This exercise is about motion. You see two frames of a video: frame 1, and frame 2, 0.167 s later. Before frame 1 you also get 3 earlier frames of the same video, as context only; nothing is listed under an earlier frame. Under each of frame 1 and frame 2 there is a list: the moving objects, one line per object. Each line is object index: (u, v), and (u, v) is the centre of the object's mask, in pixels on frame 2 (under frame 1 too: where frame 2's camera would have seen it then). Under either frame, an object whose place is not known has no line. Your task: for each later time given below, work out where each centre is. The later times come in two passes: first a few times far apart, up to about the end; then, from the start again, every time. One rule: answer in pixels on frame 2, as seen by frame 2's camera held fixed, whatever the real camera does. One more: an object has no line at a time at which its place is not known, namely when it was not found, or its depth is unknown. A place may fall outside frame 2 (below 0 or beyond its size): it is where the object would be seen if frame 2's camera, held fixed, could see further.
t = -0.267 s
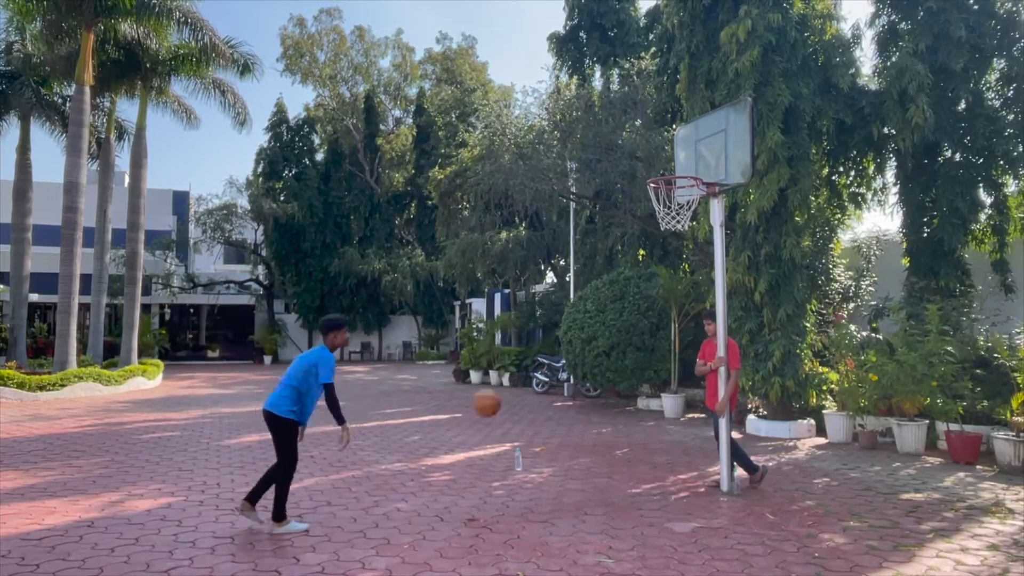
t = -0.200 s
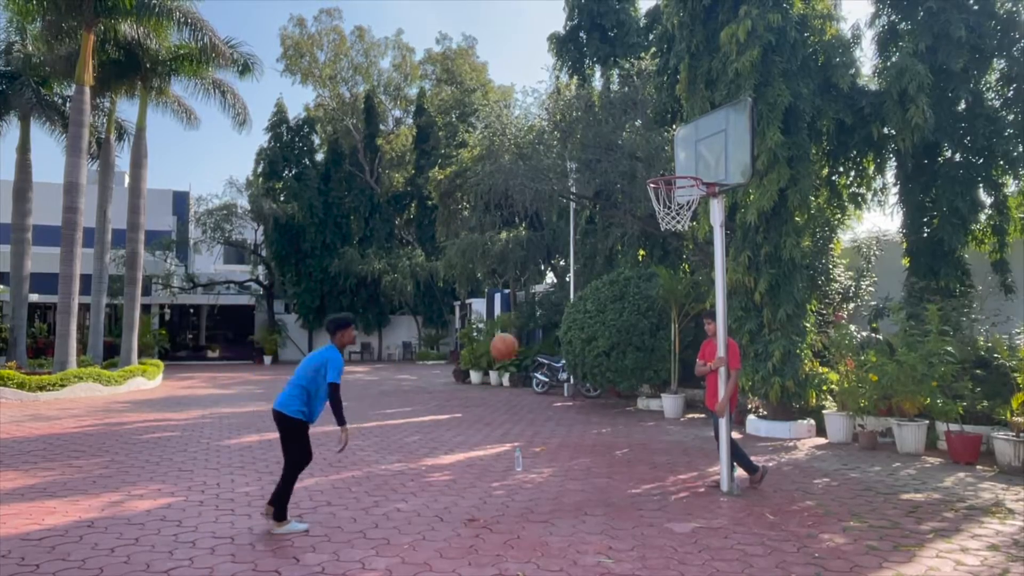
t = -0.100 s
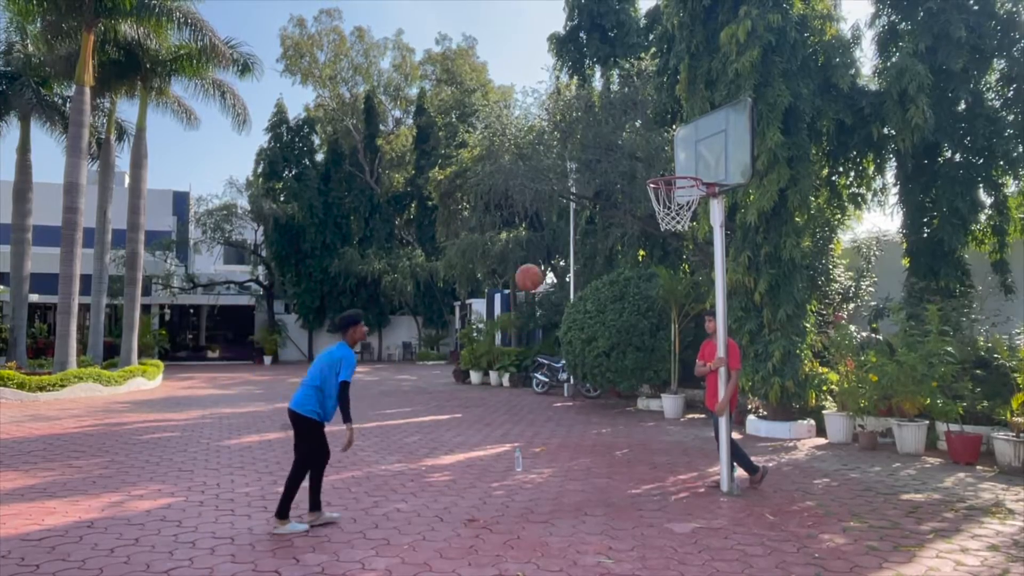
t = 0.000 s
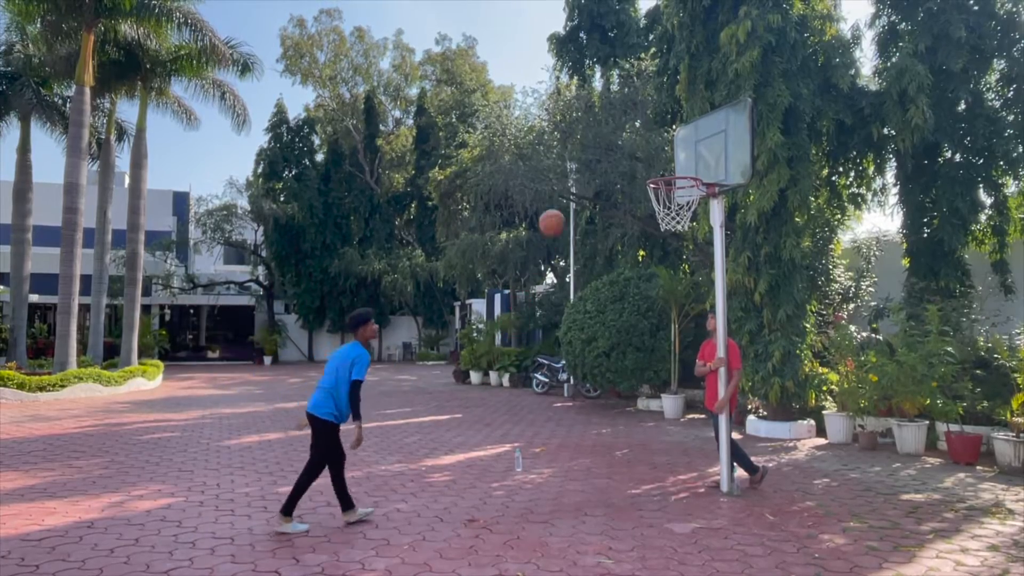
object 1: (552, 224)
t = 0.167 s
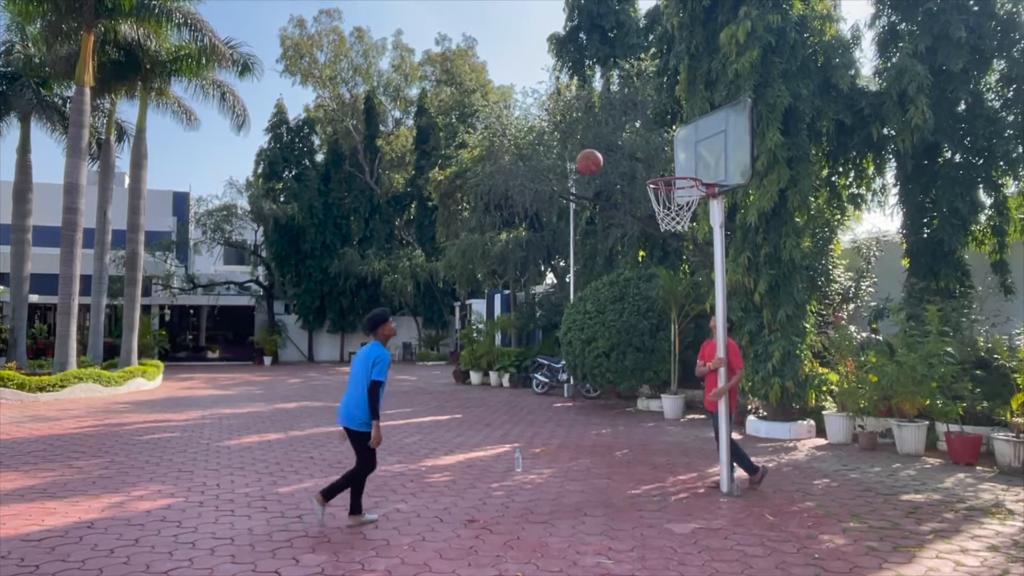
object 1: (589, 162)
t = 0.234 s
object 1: (603, 147)
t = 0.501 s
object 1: (657, 138)
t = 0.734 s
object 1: (652, 158)
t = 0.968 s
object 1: (619, 218)
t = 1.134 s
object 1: (596, 294)
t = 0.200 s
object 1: (596, 154)
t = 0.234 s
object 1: (603, 147)
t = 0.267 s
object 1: (610, 142)
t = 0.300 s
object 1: (617, 138)
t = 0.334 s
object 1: (624, 135)
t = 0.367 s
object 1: (630, 132)
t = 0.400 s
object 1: (637, 132)
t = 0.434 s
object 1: (644, 133)
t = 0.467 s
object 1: (650, 134)
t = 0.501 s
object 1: (657, 138)
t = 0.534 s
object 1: (662, 142)
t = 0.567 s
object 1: (669, 147)
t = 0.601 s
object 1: (671, 150)
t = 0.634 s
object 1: (667, 151)
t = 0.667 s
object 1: (662, 152)
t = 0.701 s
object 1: (657, 155)
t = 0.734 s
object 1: (652, 158)
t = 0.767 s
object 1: (647, 163)
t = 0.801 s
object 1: (643, 169)
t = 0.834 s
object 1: (638, 176)
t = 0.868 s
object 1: (633, 185)
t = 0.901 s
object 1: (628, 194)
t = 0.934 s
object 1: (623, 205)
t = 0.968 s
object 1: (619, 218)
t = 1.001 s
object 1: (614, 229)
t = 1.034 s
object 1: (610, 245)
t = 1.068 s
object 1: (605, 260)
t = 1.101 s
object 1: (601, 277)
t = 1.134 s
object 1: (596, 294)
